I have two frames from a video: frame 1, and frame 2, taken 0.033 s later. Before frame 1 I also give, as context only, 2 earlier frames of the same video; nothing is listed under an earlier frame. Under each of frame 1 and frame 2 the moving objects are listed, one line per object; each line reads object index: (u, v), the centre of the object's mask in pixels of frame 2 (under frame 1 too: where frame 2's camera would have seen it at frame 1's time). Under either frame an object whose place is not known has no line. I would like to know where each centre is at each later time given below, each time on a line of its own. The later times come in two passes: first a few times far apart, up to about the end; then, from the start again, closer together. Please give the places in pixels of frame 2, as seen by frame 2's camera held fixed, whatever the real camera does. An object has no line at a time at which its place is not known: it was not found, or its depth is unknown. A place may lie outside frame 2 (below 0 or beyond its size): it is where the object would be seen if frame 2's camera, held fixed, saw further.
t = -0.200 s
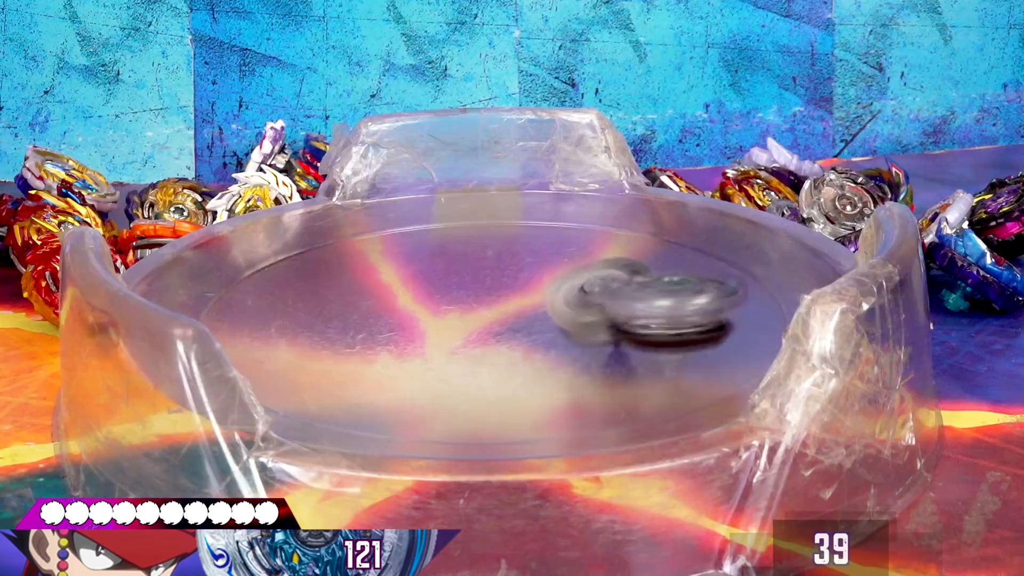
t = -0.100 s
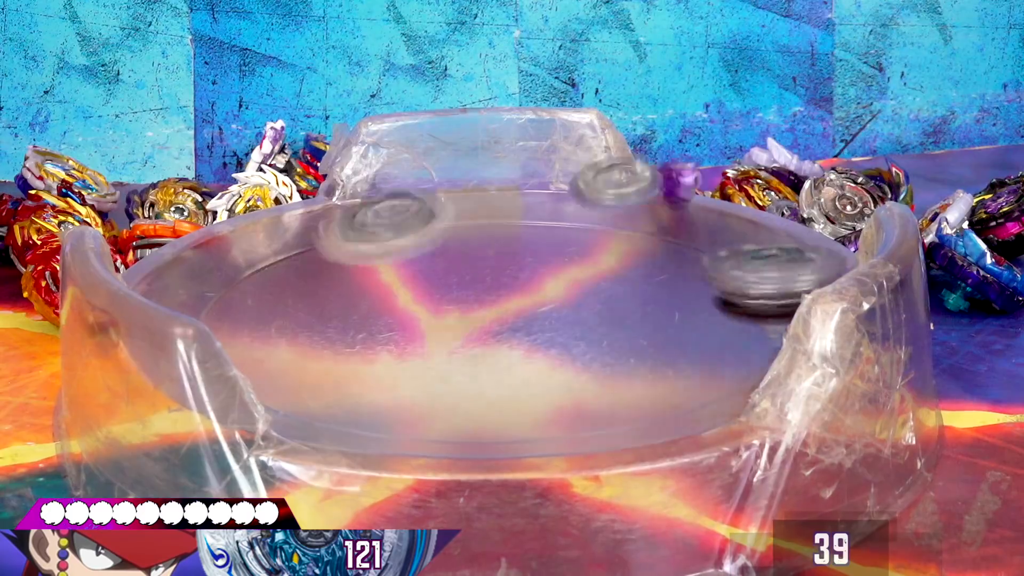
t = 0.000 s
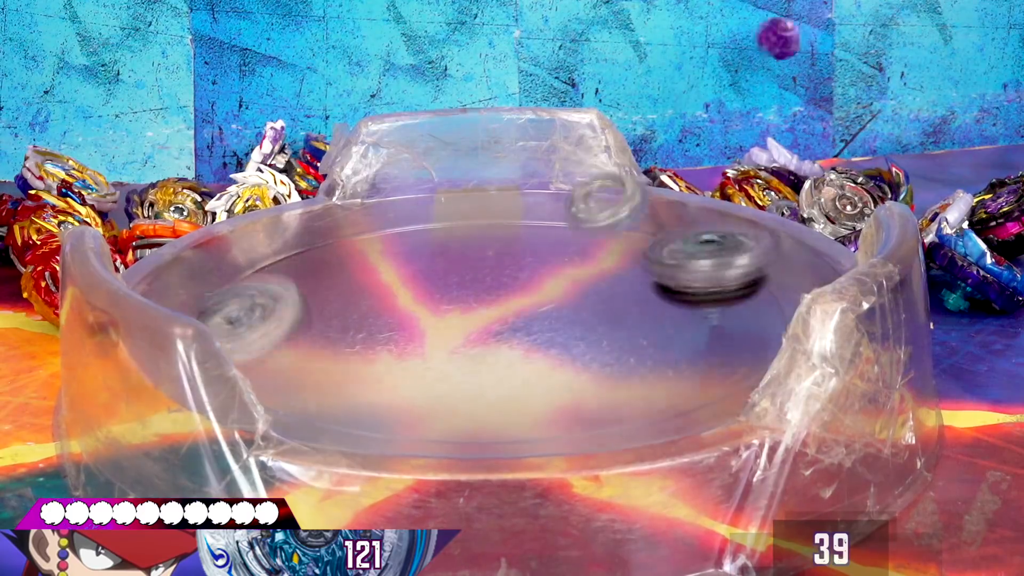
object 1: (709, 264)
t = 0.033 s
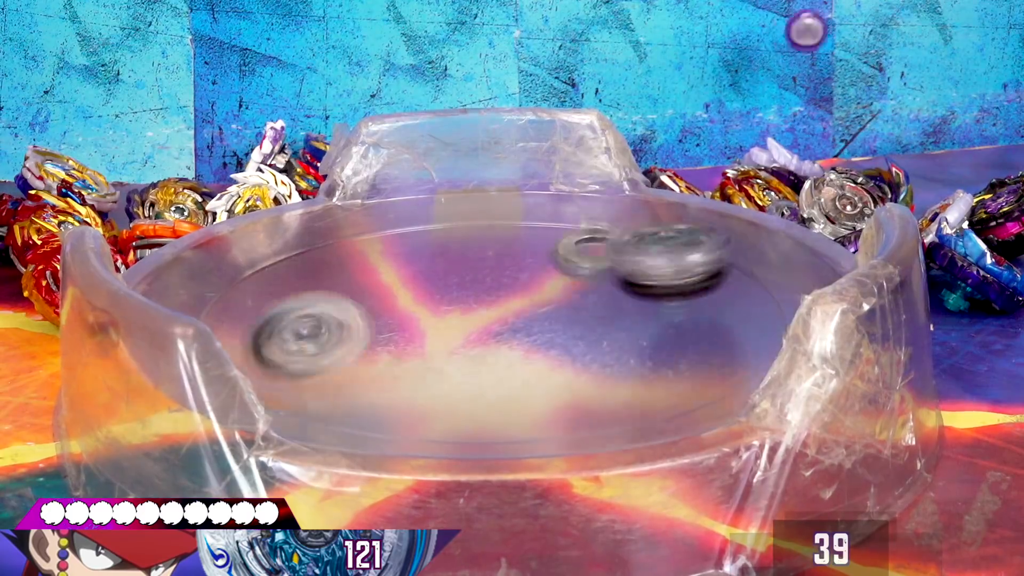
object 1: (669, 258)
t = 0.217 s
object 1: (507, 314)
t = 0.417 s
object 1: (470, 326)
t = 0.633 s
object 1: (518, 312)
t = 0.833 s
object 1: (414, 289)
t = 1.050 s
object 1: (359, 303)
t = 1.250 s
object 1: (518, 321)
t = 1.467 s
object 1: (587, 228)
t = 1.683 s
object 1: (439, 180)
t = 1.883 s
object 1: (312, 247)
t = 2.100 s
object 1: (486, 338)
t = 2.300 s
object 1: (657, 281)
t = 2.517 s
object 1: (549, 210)
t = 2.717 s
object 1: (374, 233)
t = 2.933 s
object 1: (434, 337)
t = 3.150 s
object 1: (642, 316)
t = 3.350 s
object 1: (614, 245)
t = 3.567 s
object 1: (401, 243)
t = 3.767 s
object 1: (332, 303)
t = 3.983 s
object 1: (511, 333)
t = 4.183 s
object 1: (609, 261)
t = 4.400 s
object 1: (418, 220)
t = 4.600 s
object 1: (314, 280)
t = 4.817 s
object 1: (502, 327)
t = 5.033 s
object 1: (606, 240)
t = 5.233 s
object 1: (461, 201)
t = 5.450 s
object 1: (341, 252)
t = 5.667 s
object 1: (496, 319)
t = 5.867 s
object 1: (618, 266)
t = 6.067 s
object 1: (514, 243)
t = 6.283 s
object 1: (430, 283)
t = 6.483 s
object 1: (484, 312)
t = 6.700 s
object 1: (545, 299)
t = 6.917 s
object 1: (501, 276)
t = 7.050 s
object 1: (464, 279)
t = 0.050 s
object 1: (647, 253)
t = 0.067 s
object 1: (624, 255)
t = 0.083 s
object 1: (608, 264)
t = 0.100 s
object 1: (588, 279)
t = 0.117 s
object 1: (573, 292)
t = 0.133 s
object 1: (563, 299)
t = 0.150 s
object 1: (550, 303)
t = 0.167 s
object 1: (537, 305)
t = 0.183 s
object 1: (524, 310)
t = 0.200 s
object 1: (515, 312)
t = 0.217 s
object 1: (507, 314)
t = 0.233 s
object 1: (499, 317)
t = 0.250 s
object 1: (490, 319)
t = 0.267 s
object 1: (482, 320)
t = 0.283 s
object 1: (476, 322)
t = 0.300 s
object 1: (471, 324)
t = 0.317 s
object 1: (469, 324)
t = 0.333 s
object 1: (467, 326)
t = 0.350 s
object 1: (466, 326)
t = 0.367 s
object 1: (465, 327)
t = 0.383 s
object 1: (466, 326)
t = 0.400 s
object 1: (467, 326)
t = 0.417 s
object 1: (470, 326)
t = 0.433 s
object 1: (476, 325)
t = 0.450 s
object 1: (480, 325)
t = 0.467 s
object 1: (486, 324)
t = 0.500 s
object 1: (496, 324)
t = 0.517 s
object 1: (500, 322)
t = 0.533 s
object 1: (505, 321)
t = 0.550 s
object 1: (511, 320)
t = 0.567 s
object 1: (515, 319)
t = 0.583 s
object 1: (518, 318)
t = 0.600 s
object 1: (520, 316)
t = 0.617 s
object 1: (520, 314)
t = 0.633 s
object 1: (518, 312)
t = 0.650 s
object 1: (515, 311)
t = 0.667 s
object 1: (510, 308)
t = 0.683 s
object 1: (504, 306)
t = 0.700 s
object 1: (498, 303)
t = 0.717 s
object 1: (491, 300)
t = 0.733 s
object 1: (483, 298)
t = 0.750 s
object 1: (473, 296)
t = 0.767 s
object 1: (463, 295)
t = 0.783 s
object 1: (451, 293)
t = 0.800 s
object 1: (438, 292)
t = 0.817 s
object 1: (427, 290)
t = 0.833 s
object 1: (414, 289)
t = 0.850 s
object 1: (404, 289)
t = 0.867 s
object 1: (394, 288)
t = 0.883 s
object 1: (385, 288)
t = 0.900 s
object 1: (378, 286)
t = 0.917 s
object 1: (373, 288)
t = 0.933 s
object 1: (368, 286)
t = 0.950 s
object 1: (365, 290)
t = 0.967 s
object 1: (362, 292)
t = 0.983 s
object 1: (358, 293)
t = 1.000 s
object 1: (355, 295)
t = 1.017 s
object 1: (355, 297)
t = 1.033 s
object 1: (357, 300)
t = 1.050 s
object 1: (359, 303)
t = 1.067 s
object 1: (362, 307)
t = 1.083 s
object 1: (368, 311)
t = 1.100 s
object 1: (376, 315)
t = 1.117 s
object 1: (386, 319)
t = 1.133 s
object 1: (398, 322)
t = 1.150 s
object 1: (412, 324)
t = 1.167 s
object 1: (427, 317)
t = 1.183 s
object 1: (446, 315)
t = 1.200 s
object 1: (470, 322)
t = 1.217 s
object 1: (482, 325)
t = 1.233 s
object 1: (499, 325)
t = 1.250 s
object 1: (518, 321)
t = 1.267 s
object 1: (534, 317)
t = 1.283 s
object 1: (549, 312)
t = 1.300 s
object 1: (565, 305)
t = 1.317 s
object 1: (575, 298)
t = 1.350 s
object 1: (595, 285)
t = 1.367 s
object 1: (599, 277)
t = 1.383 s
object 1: (601, 270)
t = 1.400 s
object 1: (601, 259)
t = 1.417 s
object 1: (599, 248)
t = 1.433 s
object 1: (598, 245)
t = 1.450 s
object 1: (594, 239)
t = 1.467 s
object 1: (587, 228)
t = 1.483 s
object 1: (580, 223)
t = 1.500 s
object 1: (573, 217)
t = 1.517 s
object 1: (563, 209)
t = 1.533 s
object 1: (554, 205)
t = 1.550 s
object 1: (544, 205)
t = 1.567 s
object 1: (533, 201)
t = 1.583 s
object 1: (521, 196)
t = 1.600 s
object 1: (507, 195)
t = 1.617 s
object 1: (494, 190)
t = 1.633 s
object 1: (481, 187)
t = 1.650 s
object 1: (467, 184)
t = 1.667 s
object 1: (452, 181)
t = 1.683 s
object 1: (439, 180)
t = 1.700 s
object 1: (425, 181)
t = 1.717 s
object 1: (412, 187)
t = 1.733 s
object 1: (399, 191)
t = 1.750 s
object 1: (386, 195)
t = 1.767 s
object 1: (374, 202)
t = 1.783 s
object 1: (361, 207)
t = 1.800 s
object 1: (349, 214)
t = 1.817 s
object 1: (339, 220)
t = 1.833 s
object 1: (329, 227)
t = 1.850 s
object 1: (322, 234)
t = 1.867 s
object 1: (316, 241)
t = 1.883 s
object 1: (312, 247)
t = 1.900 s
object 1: (311, 257)
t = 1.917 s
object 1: (312, 266)
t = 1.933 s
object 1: (317, 275)
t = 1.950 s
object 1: (325, 285)
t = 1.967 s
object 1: (336, 294)
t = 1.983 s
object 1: (350, 304)
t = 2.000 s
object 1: (369, 312)
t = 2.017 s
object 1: (390, 320)
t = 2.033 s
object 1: (414, 327)
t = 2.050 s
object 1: (433, 330)
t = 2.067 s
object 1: (449, 332)
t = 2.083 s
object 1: (466, 337)
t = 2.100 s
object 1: (486, 338)
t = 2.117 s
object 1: (506, 337)
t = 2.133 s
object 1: (525, 336)
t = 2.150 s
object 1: (545, 335)
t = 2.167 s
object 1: (563, 332)
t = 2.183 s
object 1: (580, 329)
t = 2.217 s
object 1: (611, 319)
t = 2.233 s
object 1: (626, 312)
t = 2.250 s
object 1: (637, 305)
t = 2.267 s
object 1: (647, 297)
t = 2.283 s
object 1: (654, 291)
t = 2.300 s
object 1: (657, 281)
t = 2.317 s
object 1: (660, 275)
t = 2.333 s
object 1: (660, 267)
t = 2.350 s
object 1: (658, 259)
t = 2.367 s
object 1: (655, 252)
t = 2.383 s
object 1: (650, 245)
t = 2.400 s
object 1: (641, 239)
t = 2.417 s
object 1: (631, 235)
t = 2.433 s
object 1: (619, 229)
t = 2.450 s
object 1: (606, 228)
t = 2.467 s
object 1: (595, 221)
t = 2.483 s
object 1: (581, 217)
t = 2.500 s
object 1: (566, 212)
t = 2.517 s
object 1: (549, 210)
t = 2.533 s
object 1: (532, 207)
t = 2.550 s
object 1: (516, 205)
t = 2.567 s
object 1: (497, 204)
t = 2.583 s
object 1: (481, 204)
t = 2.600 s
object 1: (465, 205)
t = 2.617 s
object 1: (449, 207)
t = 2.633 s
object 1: (434, 209)
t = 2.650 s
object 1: (418, 212)
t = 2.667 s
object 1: (404, 216)
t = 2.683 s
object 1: (393, 219)
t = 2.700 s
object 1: (384, 226)
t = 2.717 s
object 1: (374, 233)
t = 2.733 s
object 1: (366, 239)
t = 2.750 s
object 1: (359, 246)
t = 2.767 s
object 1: (353, 253)
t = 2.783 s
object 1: (351, 265)
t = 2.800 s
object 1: (352, 276)
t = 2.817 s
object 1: (353, 286)
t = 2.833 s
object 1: (357, 296)
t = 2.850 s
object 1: (365, 305)
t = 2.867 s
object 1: (374, 315)
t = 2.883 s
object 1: (387, 321)
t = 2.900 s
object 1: (402, 329)
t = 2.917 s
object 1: (418, 332)
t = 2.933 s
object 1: (434, 337)
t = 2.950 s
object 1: (453, 340)
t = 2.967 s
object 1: (473, 343)
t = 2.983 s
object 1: (495, 345)
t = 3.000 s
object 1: (516, 344)
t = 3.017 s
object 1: (533, 345)
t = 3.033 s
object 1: (552, 342)
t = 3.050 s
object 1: (568, 340)
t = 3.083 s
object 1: (598, 335)
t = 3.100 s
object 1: (612, 328)
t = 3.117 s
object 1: (625, 325)
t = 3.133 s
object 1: (633, 319)
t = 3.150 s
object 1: (642, 316)
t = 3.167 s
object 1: (648, 310)
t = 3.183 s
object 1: (651, 305)
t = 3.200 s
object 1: (653, 300)
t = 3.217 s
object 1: (655, 292)
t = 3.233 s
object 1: (657, 287)
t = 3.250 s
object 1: (655, 280)
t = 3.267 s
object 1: (652, 275)
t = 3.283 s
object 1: (648, 269)
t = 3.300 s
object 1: (644, 264)
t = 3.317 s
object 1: (635, 256)
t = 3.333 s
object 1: (626, 250)
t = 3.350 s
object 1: (614, 245)
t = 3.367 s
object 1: (601, 241)
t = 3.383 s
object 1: (585, 238)
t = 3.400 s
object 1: (568, 237)
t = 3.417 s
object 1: (555, 233)
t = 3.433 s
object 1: (539, 230)
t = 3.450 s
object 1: (521, 229)
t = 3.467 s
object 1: (502, 229)
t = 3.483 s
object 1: (482, 227)
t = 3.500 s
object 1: (465, 230)
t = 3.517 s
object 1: (447, 234)
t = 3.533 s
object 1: (431, 237)
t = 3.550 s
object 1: (416, 238)
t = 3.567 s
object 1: (401, 243)
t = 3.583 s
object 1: (385, 244)
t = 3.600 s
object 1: (371, 251)
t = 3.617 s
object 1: (359, 256)
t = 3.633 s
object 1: (347, 263)
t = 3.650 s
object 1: (339, 267)
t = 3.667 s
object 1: (332, 273)
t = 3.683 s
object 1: (328, 279)
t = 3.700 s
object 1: (327, 281)
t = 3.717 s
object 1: (325, 289)
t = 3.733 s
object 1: (326, 293)
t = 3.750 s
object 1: (327, 300)
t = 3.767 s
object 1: (332, 303)
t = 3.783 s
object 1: (339, 309)
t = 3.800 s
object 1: (348, 314)
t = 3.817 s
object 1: (356, 316)
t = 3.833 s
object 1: (367, 321)
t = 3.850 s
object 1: (379, 324)
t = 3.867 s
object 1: (390, 328)
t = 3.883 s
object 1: (404, 328)
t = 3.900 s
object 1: (420, 332)
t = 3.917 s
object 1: (436, 333)
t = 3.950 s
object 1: (475, 335)
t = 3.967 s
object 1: (491, 335)
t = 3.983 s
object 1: (511, 333)
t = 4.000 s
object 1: (529, 331)
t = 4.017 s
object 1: (549, 328)
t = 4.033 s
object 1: (568, 323)
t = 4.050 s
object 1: (586, 317)
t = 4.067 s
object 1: (595, 310)
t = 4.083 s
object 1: (604, 304)
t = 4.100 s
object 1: (612, 297)
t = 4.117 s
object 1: (616, 289)
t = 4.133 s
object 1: (618, 283)
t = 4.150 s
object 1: (620, 274)
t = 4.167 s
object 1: (614, 268)
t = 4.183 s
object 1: (609, 261)
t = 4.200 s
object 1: (601, 255)
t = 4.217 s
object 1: (589, 249)
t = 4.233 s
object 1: (580, 243)
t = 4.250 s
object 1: (568, 237)
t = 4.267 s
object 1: (551, 232)
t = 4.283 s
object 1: (533, 229)
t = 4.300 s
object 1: (516, 227)
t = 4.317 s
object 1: (503, 223)
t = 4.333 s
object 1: (486, 221)
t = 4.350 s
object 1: (471, 219)
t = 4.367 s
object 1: (452, 218)
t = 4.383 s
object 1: (434, 218)
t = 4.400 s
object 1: (418, 220)
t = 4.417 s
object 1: (403, 220)
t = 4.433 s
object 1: (389, 223)
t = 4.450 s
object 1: (373, 225)
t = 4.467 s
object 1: (359, 229)
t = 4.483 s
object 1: (345, 234)
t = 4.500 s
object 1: (337, 238)
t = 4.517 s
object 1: (329, 243)
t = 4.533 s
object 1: (322, 247)
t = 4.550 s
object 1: (317, 256)
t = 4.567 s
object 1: (312, 264)
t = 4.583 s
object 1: (311, 271)
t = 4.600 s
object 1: (314, 280)
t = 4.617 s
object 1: (320, 288)
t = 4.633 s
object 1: (324, 295)
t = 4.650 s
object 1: (331, 302)
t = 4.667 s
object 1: (342, 309)
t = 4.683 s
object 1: (355, 314)
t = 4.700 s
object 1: (369, 319)
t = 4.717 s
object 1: (383, 324)
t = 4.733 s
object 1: (398, 326)
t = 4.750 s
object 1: (419, 328)
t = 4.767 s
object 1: (439, 329)
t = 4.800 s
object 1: (481, 330)
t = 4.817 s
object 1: (502, 327)
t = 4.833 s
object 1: (521, 325)
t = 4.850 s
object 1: (543, 322)
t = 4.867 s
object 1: (563, 315)
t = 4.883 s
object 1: (575, 309)
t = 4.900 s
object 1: (587, 302)
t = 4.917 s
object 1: (598, 296)
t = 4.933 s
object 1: (608, 287)
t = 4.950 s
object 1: (614, 280)
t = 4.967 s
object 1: (613, 271)
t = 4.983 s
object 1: (616, 264)
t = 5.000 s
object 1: (615, 256)
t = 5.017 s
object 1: (613, 249)
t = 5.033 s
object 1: (606, 240)
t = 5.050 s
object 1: (599, 234)
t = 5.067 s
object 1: (590, 229)
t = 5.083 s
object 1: (581, 225)
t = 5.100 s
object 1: (571, 218)
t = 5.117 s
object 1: (558, 214)
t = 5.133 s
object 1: (543, 211)
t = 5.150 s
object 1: (532, 209)
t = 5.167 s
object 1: (520, 206)
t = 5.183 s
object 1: (504, 203)
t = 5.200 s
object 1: (489, 203)
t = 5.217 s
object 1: (474, 202)
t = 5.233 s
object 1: (461, 201)
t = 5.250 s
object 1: (447, 202)
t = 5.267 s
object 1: (430, 204)
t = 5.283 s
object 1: (416, 206)
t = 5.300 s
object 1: (404, 207)
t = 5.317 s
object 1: (393, 210)
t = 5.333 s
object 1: (378, 214)
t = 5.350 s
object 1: (366, 219)
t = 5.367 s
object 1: (359, 228)
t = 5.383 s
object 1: (354, 232)
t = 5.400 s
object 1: (348, 237)
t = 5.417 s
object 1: (341, 241)
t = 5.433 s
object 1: (339, 248)
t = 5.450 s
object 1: (341, 252)
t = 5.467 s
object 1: (343, 264)
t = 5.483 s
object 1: (345, 272)
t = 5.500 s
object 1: (351, 279)
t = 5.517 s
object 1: (359, 286)
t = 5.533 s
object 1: (367, 292)
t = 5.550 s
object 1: (377, 299)
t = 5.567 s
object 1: (388, 304)
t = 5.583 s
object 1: (403, 308)
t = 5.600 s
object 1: (420, 312)
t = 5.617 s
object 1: (434, 315)
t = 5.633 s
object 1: (452, 316)
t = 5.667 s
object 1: (496, 319)
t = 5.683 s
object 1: (513, 318)
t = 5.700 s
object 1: (530, 316)
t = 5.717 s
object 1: (547, 315)
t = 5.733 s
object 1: (567, 309)
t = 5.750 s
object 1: (578, 306)
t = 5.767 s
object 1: (588, 300)
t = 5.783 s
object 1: (599, 296)
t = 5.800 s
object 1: (610, 289)
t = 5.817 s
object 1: (613, 283)
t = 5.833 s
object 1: (616, 277)
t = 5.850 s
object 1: (618, 273)
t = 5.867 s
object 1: (618, 266)
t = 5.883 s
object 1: (613, 261)
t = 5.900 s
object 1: (608, 257)
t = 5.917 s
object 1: (603, 256)
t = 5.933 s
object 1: (595, 250)
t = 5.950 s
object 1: (585, 248)
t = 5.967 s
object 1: (575, 246)
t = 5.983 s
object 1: (570, 246)
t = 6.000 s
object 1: (558, 243)
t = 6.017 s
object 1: (546, 243)
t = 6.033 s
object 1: (537, 242)
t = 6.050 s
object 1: (527, 243)
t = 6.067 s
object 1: (514, 243)
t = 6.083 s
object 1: (503, 245)
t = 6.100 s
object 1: (494, 246)
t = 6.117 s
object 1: (487, 247)
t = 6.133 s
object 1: (475, 250)
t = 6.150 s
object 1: (466, 252)
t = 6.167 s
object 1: (461, 255)
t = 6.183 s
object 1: (455, 259)
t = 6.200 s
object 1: (445, 263)
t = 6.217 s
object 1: (439, 267)
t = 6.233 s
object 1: (439, 270)
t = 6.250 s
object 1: (434, 275)
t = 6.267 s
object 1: (431, 278)
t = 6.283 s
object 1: (430, 283)
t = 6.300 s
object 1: (433, 288)
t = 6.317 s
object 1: (433, 291)
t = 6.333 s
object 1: (434, 294)
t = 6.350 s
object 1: (439, 297)
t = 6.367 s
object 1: (444, 301)
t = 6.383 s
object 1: (445, 303)
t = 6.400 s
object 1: (452, 305)
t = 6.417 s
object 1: (460, 306)
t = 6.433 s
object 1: (464, 308)
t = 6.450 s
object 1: (469, 309)
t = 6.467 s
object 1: (476, 310)
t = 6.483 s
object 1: (484, 312)
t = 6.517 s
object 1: (494, 312)
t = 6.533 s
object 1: (503, 311)
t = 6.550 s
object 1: (508, 312)
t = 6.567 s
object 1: (512, 310)
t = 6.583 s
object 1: (519, 310)
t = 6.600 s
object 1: (525, 308)
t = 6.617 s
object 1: (528, 307)
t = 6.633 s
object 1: (532, 306)
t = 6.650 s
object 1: (539, 304)
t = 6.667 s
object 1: (540, 302)
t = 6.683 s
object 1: (541, 299)
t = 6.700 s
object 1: (545, 299)
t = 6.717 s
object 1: (546, 295)
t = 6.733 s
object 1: (544, 293)
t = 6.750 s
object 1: (542, 292)
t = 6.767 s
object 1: (545, 289)
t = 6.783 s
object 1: (539, 287)
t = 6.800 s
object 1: (534, 286)
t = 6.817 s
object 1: (534, 284)
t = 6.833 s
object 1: (529, 281)
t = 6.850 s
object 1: (522, 279)
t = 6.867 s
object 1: (519, 279)
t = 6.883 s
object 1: (515, 277)
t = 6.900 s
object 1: (507, 276)
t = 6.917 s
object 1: (501, 276)
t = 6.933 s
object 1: (499, 276)
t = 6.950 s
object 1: (491, 276)
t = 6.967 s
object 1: (484, 276)
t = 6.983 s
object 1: (482, 275)
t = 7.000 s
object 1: (476, 277)
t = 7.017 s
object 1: (469, 277)
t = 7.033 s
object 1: (467, 278)
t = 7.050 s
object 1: (464, 279)
